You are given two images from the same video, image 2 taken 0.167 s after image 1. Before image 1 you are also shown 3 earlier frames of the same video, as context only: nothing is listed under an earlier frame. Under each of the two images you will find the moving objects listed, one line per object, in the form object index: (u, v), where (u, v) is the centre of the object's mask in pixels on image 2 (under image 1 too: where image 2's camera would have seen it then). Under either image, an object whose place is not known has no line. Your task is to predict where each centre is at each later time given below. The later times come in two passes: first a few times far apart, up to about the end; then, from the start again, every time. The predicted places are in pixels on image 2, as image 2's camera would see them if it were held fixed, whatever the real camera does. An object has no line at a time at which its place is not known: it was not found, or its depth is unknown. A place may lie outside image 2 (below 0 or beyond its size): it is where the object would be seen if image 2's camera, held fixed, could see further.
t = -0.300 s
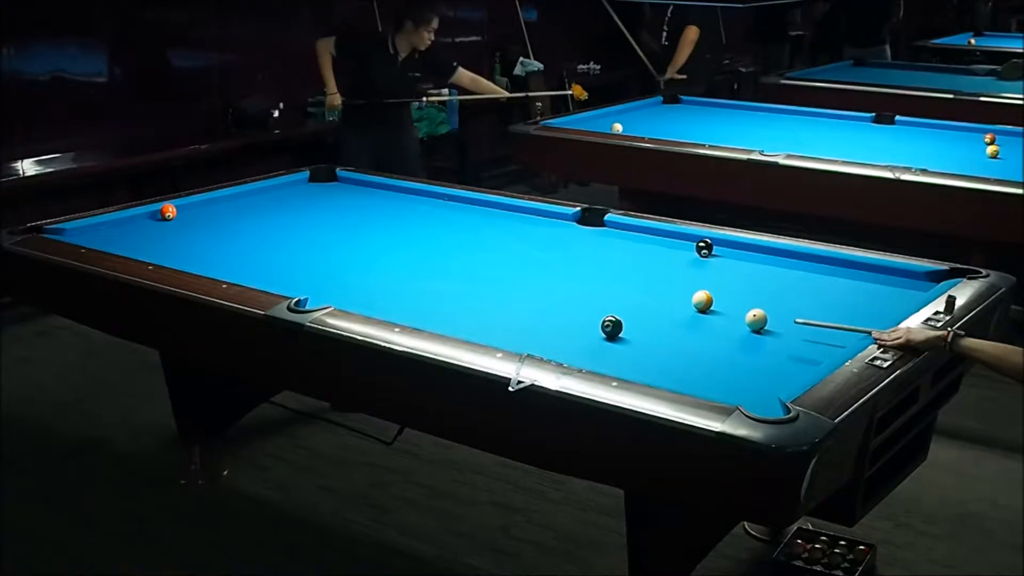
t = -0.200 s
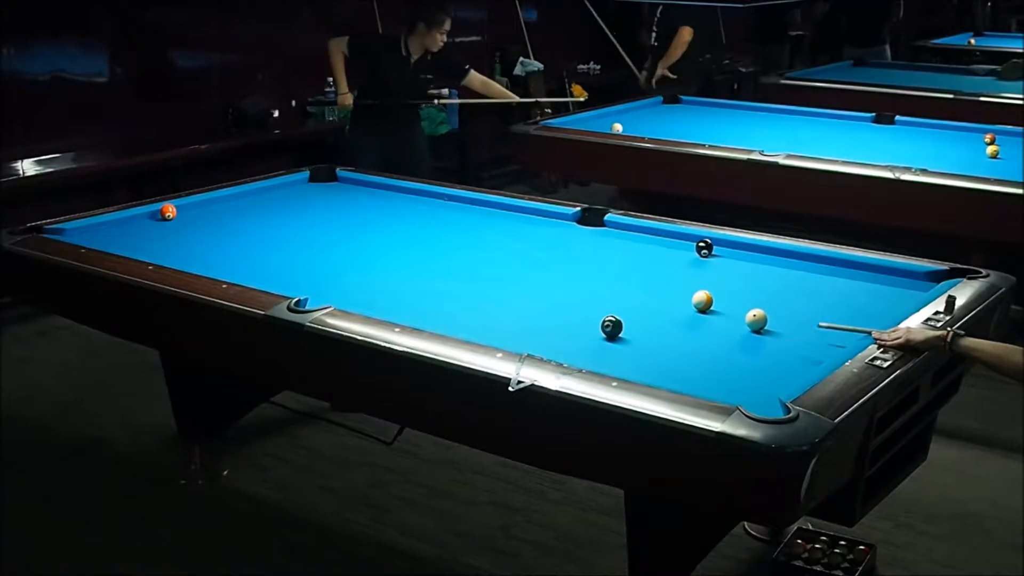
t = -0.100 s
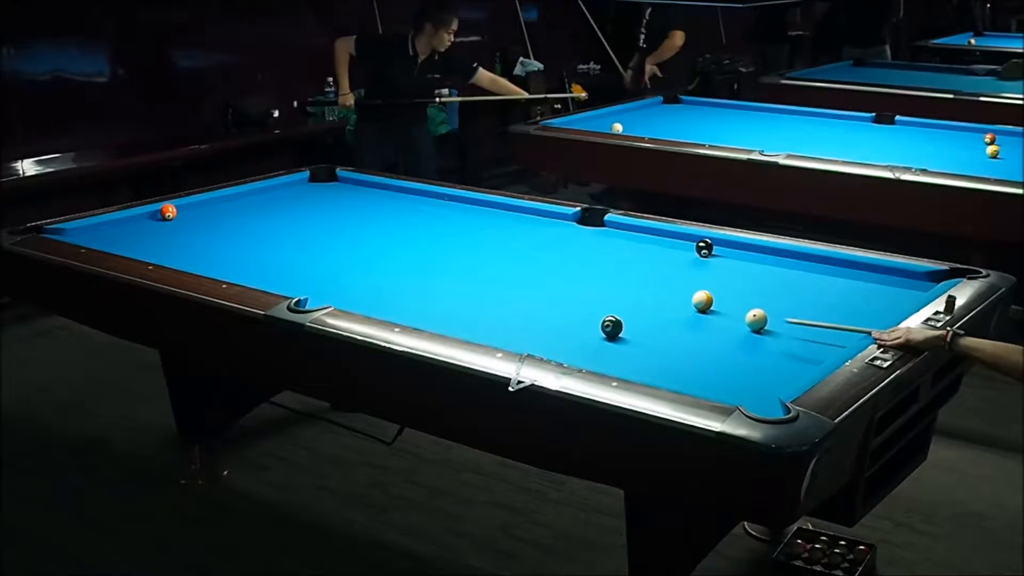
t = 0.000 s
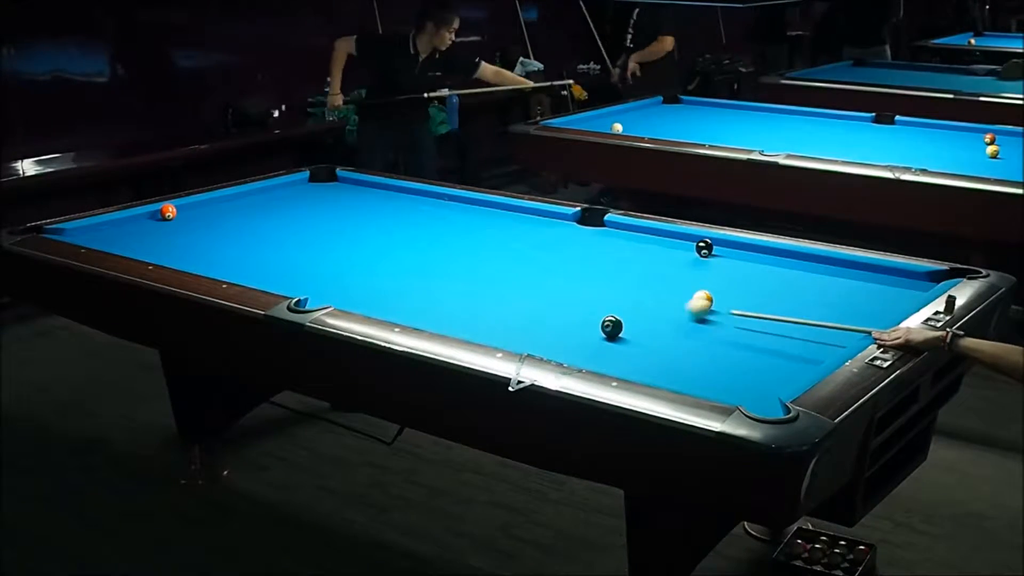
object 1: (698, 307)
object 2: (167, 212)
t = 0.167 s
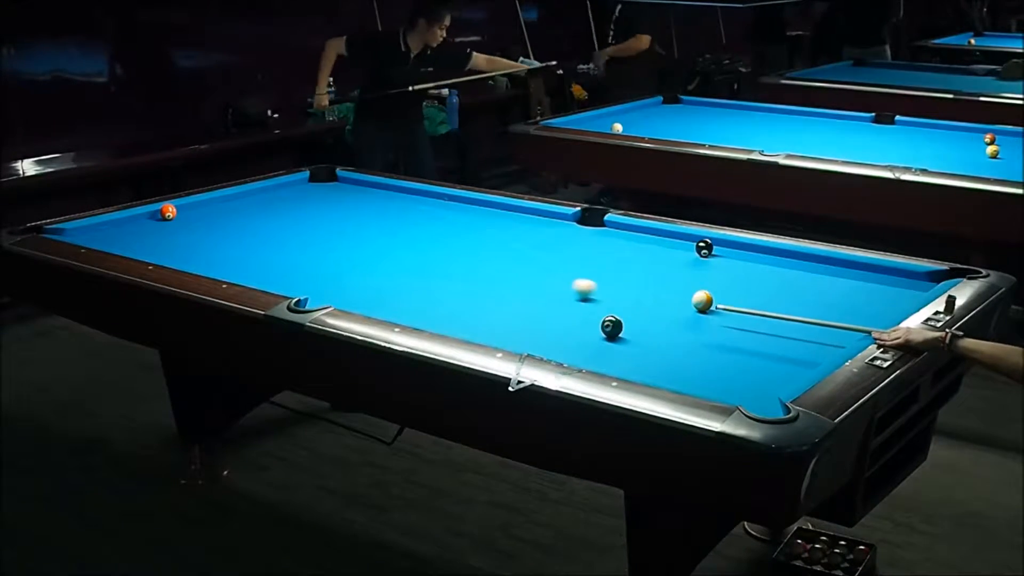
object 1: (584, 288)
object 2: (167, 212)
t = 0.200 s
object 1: (563, 284)
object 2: (167, 212)
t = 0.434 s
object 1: (426, 260)
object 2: (167, 212)
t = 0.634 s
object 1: (323, 243)
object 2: (168, 212)
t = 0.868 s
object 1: (216, 224)
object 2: (167, 212)
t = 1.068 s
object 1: (138, 217)
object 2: (179, 210)
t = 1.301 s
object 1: (130, 230)
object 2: (217, 212)
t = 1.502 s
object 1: (119, 241)
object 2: (248, 213)
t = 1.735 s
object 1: (134, 246)
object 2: (283, 214)
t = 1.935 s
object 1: (168, 247)
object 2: (312, 216)
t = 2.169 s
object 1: (206, 247)
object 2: (344, 217)
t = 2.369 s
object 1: (237, 247)
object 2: (372, 218)
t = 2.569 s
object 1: (267, 247)
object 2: (398, 219)
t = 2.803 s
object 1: (301, 246)
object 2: (428, 221)
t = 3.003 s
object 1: (328, 246)
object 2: (452, 221)
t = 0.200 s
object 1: (563, 284)
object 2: (167, 212)
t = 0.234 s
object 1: (542, 280)
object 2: (167, 212)
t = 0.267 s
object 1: (521, 277)
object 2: (167, 212)
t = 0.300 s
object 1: (502, 273)
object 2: (167, 212)
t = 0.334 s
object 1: (482, 270)
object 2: (167, 212)
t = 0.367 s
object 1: (463, 266)
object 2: (167, 212)
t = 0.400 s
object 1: (444, 263)
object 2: (167, 212)
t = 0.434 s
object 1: (426, 260)
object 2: (167, 212)
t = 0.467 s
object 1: (408, 257)
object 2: (167, 212)
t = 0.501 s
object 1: (391, 254)
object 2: (167, 212)
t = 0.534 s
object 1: (373, 251)
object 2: (167, 212)
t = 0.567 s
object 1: (356, 248)
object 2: (167, 212)
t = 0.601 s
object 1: (339, 246)
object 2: (167, 212)
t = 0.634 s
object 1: (323, 243)
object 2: (168, 212)
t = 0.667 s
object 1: (307, 240)
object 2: (167, 212)
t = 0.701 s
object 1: (292, 237)
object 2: (167, 212)
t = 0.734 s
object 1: (276, 234)
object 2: (167, 212)
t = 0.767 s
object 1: (261, 231)
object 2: (167, 212)
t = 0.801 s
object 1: (246, 229)
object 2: (167, 212)
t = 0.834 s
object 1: (231, 226)
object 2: (167, 212)
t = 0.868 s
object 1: (216, 224)
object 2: (167, 212)
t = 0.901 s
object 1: (203, 221)
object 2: (167, 212)
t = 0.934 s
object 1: (189, 218)
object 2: (167, 212)
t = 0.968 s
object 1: (176, 217)
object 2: (165, 210)
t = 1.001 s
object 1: (162, 215)
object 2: (170, 208)
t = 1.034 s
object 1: (148, 216)
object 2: (173, 210)
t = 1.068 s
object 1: (138, 217)
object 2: (179, 210)
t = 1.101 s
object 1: (138, 219)
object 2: (185, 211)
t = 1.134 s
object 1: (138, 221)
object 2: (191, 211)
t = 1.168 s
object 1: (137, 223)
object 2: (196, 211)
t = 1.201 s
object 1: (135, 225)
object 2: (202, 211)
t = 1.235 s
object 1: (134, 227)
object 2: (206, 211)
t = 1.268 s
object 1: (132, 228)
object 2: (212, 211)
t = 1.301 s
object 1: (130, 230)
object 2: (217, 212)
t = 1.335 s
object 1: (128, 232)
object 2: (222, 212)
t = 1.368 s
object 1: (126, 234)
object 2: (228, 212)
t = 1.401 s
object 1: (125, 235)
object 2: (232, 212)
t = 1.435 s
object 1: (123, 238)
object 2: (238, 213)
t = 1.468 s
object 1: (121, 239)
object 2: (243, 213)
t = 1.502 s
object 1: (119, 241)
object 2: (248, 213)
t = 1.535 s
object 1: (117, 242)
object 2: (253, 213)
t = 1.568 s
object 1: (115, 243)
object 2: (258, 214)
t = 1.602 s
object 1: (114, 244)
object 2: (263, 214)
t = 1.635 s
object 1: (117, 245)
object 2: (268, 214)
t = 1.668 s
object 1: (123, 245)
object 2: (273, 214)
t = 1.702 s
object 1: (129, 246)
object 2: (278, 214)
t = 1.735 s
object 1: (134, 246)
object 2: (283, 214)
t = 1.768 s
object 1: (140, 246)
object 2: (287, 215)
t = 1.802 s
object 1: (146, 246)
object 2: (292, 215)
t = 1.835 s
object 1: (151, 247)
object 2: (297, 215)
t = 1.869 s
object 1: (157, 247)
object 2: (302, 215)
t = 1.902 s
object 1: (162, 247)
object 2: (307, 215)
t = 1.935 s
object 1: (168, 247)
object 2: (312, 216)
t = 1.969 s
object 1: (173, 247)
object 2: (316, 216)
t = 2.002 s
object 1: (179, 247)
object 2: (321, 216)
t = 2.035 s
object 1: (184, 247)
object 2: (326, 216)
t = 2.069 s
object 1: (190, 247)
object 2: (330, 217)
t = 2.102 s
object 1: (195, 247)
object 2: (335, 217)
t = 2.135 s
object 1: (201, 247)
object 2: (340, 217)
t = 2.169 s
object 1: (206, 247)
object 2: (344, 217)
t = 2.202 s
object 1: (211, 247)
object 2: (349, 217)
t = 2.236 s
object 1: (216, 247)
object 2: (354, 218)
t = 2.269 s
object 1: (221, 247)
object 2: (358, 218)
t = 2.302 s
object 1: (227, 247)
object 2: (363, 218)
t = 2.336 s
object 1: (232, 247)
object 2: (367, 218)
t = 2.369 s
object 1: (237, 247)
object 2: (372, 218)
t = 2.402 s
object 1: (242, 247)
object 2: (376, 218)
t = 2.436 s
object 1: (247, 246)
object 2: (381, 219)
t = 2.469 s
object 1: (252, 247)
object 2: (385, 219)
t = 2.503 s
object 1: (257, 246)
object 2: (389, 219)
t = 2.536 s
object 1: (262, 246)
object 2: (394, 219)
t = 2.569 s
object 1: (267, 247)
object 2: (398, 219)
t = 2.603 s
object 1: (272, 246)
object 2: (402, 220)
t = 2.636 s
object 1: (277, 246)
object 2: (407, 220)
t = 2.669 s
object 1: (282, 246)
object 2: (411, 220)
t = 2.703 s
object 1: (287, 246)
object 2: (415, 220)
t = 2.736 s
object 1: (292, 246)
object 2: (419, 220)
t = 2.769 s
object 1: (296, 246)
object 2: (424, 220)
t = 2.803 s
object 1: (301, 246)
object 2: (428, 221)
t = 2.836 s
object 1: (305, 246)
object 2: (432, 221)
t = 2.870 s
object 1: (310, 246)
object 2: (436, 221)
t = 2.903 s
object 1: (315, 246)
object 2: (440, 221)
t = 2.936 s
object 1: (320, 246)
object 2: (444, 221)
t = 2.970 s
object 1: (324, 246)
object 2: (448, 221)
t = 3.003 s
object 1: (328, 246)
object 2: (452, 221)
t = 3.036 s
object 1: (333, 246)
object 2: (456, 222)
